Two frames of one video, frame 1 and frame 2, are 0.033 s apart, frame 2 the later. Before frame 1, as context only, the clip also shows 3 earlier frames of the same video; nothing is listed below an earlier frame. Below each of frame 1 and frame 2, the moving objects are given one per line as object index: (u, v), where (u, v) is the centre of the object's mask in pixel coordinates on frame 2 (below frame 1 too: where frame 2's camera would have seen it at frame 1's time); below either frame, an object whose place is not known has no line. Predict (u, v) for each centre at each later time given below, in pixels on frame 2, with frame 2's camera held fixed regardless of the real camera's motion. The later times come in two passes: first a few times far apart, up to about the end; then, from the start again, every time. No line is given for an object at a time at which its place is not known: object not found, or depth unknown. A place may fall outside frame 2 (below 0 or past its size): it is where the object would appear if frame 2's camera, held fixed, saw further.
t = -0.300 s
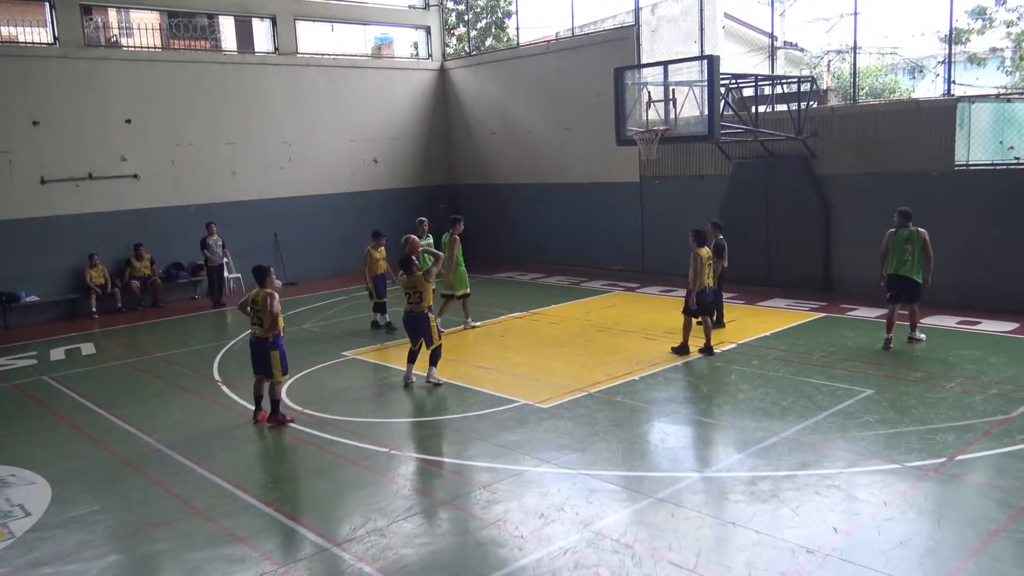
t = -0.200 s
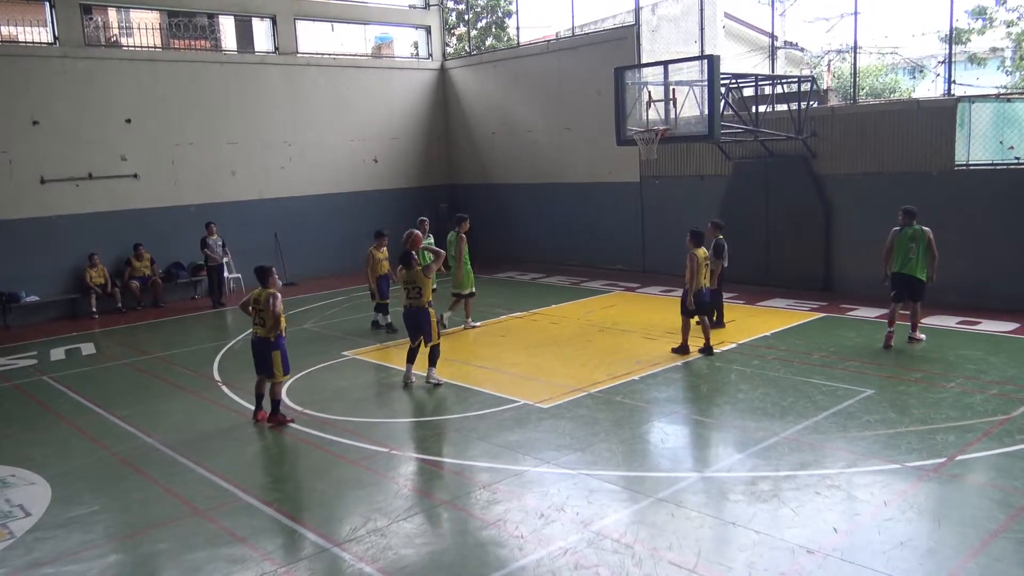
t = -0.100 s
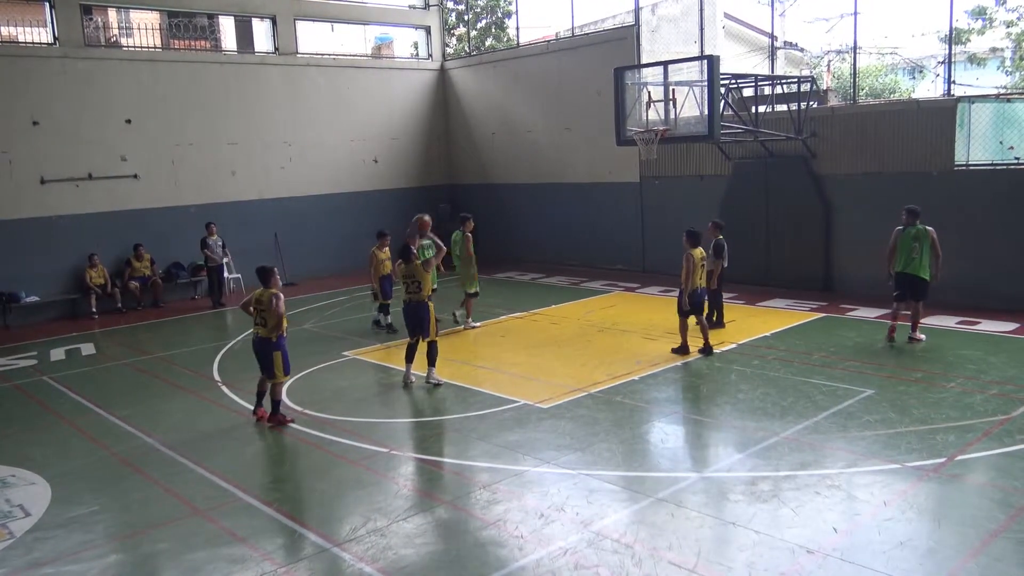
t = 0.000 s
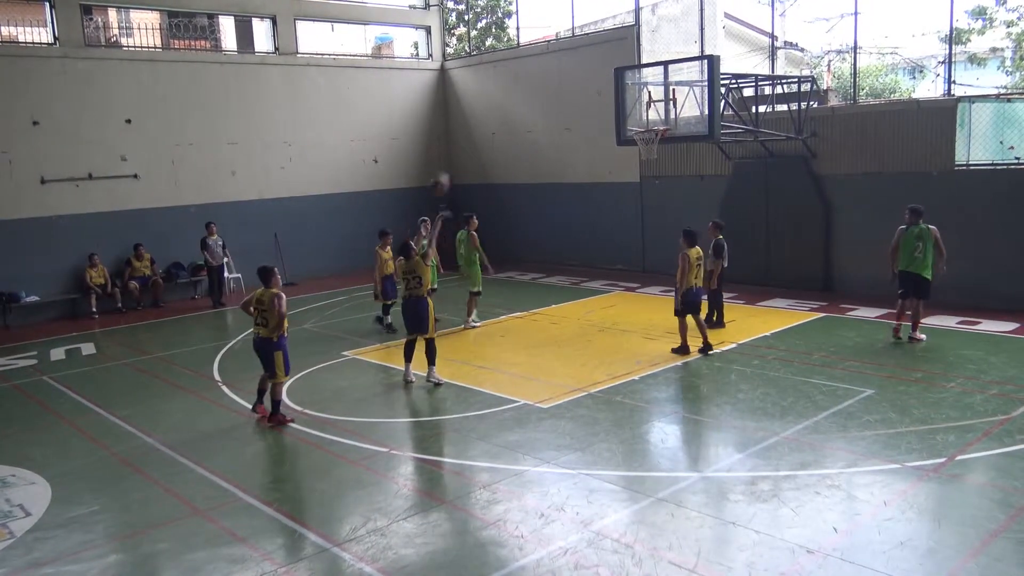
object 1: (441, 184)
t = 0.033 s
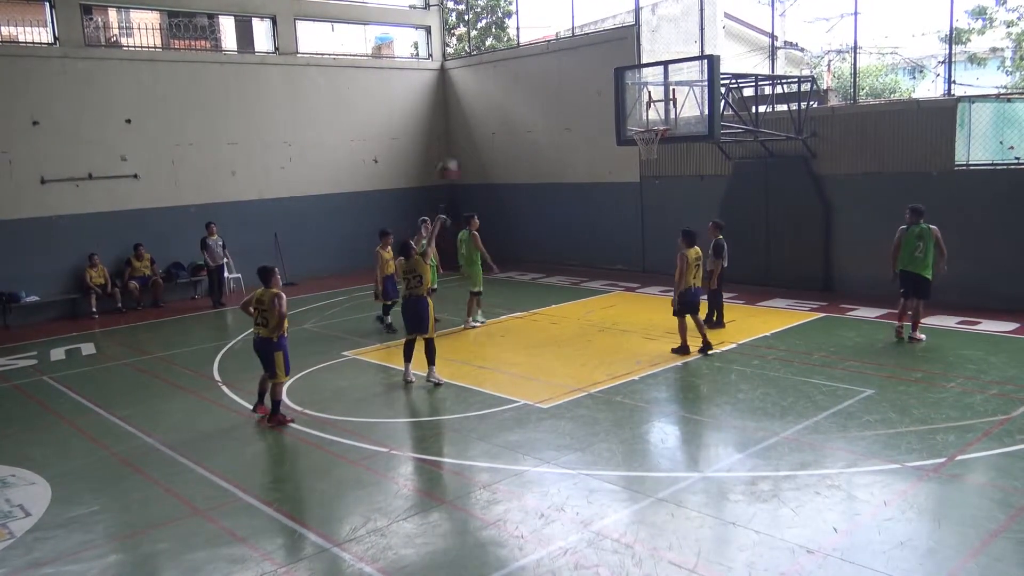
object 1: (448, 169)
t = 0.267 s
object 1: (500, 99)
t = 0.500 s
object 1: (549, 73)
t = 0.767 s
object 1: (598, 90)
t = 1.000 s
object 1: (624, 126)
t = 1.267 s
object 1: (583, 135)
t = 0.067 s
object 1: (454, 157)
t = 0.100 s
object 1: (462, 143)
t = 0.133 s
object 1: (470, 134)
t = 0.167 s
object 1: (478, 122)
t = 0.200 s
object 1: (485, 114)
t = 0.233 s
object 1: (492, 106)
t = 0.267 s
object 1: (500, 99)
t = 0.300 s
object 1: (507, 92)
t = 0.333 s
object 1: (514, 87)
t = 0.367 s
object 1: (522, 82)
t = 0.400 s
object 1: (528, 79)
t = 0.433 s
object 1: (535, 76)
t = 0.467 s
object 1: (542, 74)
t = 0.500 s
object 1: (549, 73)
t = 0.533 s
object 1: (555, 72)
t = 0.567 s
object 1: (562, 73)
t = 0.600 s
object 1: (568, 74)
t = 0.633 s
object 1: (574, 76)
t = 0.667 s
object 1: (580, 78)
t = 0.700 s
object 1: (587, 82)
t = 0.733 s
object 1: (593, 86)
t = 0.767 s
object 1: (598, 90)
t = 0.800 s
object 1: (605, 96)
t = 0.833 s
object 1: (610, 101)
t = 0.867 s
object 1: (616, 108)
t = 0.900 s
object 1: (622, 113)
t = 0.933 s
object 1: (627, 125)
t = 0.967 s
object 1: (629, 129)
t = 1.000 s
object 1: (624, 126)
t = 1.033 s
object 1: (619, 125)
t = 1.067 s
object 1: (613, 125)
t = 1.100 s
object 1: (607, 125)
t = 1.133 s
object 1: (605, 125)
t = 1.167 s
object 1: (599, 127)
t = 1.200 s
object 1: (593, 129)
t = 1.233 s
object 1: (588, 131)
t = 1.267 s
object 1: (583, 135)
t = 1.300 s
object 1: (578, 139)
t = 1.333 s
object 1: (573, 144)
